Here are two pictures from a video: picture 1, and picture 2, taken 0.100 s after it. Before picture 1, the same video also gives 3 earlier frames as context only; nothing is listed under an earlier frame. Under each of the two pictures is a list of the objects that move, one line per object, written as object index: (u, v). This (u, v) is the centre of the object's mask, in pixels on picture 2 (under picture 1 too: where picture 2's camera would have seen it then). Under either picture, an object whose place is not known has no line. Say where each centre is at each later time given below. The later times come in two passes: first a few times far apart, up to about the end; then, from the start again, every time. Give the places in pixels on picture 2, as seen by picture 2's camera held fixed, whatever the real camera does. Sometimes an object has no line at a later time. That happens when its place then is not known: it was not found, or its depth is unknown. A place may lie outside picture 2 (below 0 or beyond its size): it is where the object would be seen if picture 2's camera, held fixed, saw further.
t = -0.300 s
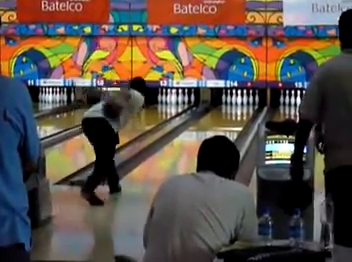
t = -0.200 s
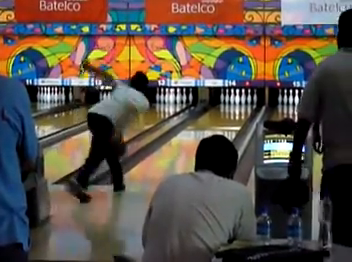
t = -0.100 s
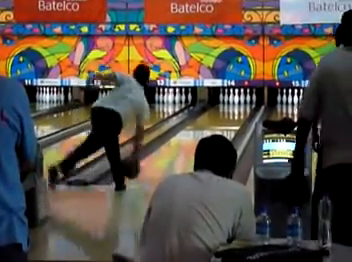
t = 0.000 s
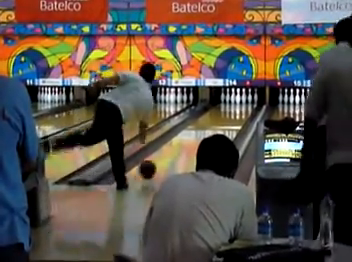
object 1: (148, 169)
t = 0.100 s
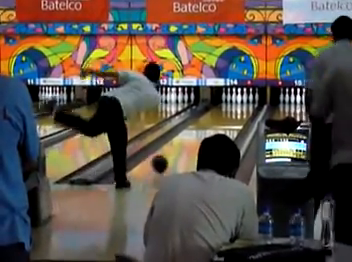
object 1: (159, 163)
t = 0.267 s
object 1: (176, 155)
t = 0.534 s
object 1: (197, 141)
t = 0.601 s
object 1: (200, 137)
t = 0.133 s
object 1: (163, 162)
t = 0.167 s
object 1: (166, 160)
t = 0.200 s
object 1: (170, 159)
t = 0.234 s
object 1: (173, 157)
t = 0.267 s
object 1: (176, 155)
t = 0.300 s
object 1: (179, 153)
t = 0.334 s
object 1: (182, 151)
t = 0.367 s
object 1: (184, 150)
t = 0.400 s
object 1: (187, 148)
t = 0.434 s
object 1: (190, 146)
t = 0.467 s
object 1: (192, 145)
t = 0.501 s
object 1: (194, 143)
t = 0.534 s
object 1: (197, 141)
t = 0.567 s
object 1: (198, 139)
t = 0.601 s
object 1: (200, 137)
